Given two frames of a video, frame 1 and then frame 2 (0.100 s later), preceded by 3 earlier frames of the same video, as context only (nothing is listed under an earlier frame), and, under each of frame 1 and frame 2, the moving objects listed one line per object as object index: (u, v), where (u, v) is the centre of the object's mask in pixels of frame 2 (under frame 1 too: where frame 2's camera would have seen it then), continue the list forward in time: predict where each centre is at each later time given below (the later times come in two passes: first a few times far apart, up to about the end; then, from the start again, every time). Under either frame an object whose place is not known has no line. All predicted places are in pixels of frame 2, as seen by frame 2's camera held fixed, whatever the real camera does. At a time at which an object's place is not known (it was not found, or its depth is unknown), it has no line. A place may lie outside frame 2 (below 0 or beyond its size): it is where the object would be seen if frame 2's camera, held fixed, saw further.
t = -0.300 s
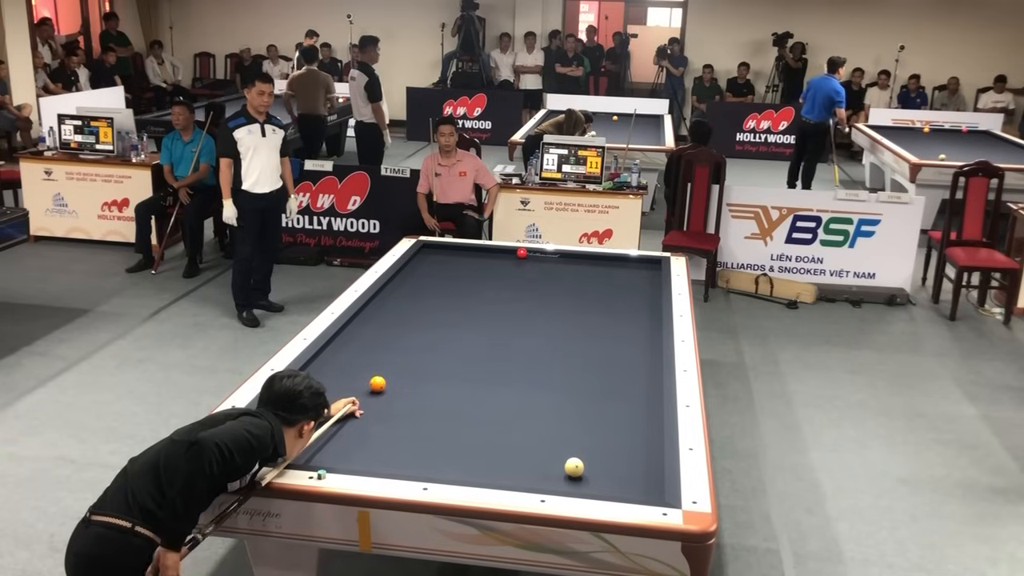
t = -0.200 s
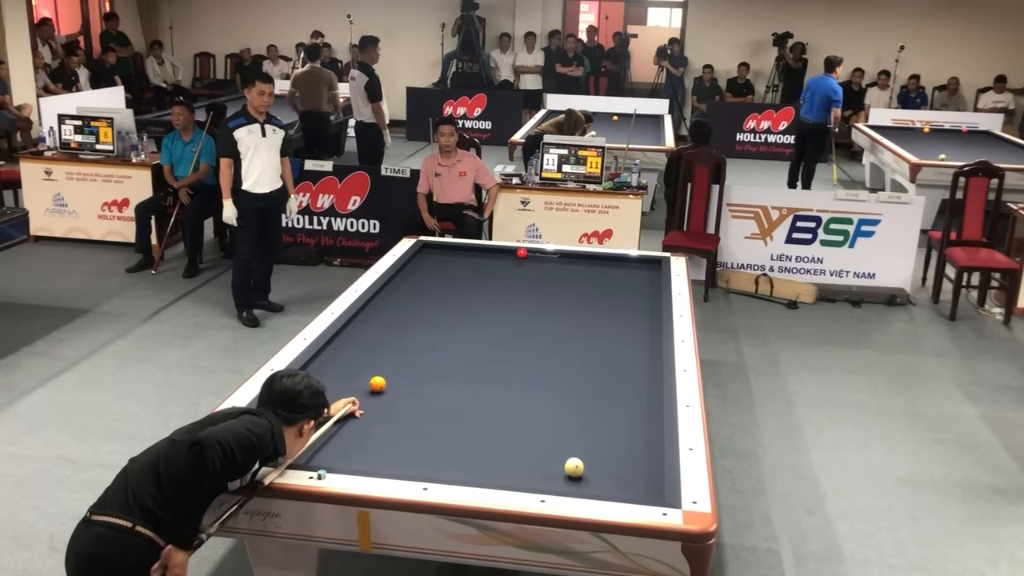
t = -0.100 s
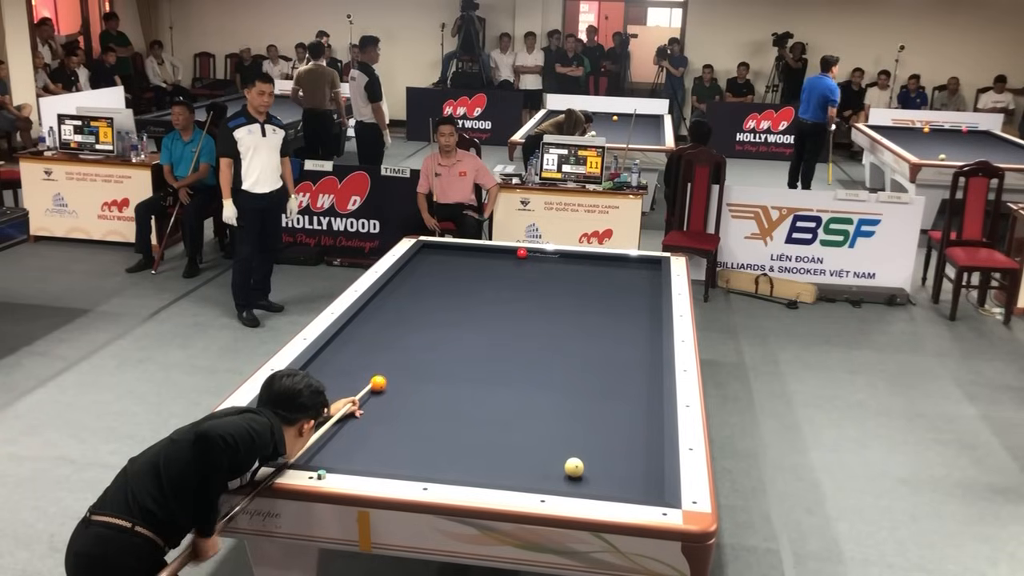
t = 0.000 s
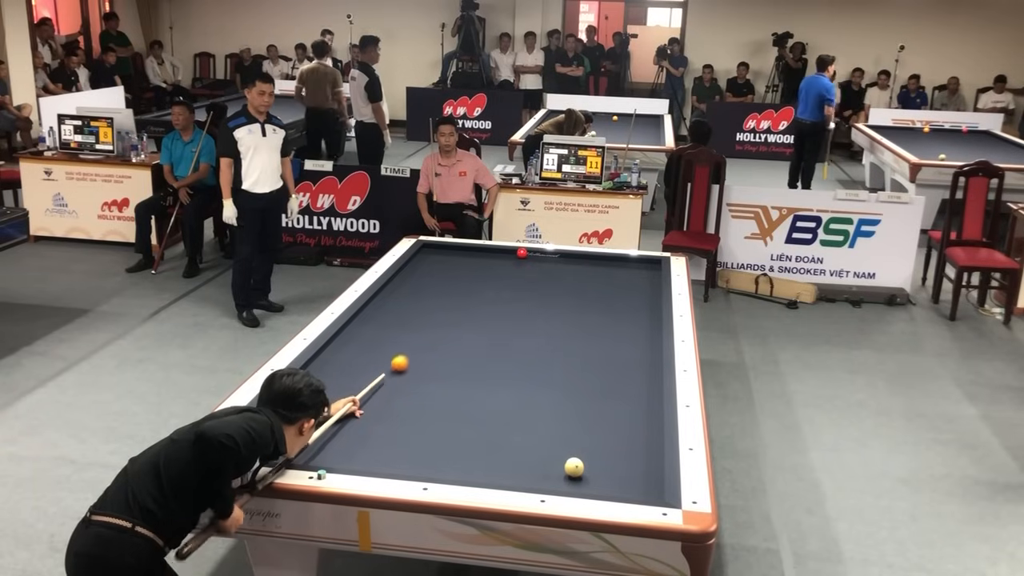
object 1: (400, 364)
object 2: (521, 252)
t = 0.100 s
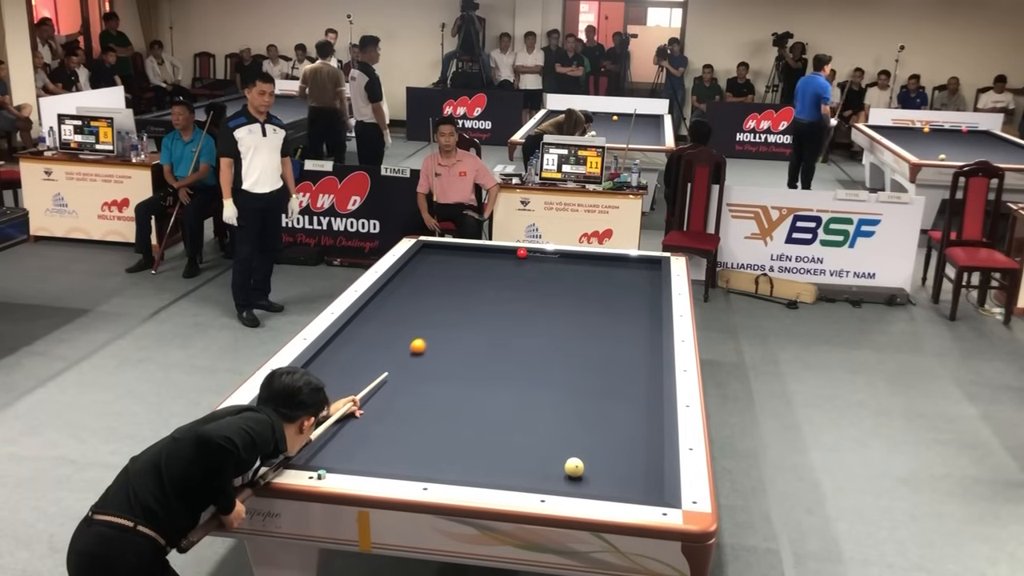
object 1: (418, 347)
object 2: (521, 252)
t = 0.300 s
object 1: (447, 319)
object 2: (521, 252)
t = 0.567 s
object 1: (478, 289)
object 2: (521, 252)
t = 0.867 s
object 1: (506, 262)
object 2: (521, 252)
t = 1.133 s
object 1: (491, 251)
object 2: (540, 256)
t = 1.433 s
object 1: (451, 255)
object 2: (560, 266)
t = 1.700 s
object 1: (418, 257)
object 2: (579, 275)
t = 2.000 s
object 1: (429, 264)
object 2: (600, 286)
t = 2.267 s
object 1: (439, 271)
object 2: (621, 296)
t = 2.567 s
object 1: (452, 278)
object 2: (645, 307)
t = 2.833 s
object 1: (463, 286)
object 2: (648, 316)
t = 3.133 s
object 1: (475, 294)
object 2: (633, 324)
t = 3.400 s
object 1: (487, 301)
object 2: (619, 332)
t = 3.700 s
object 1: (500, 310)
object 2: (602, 342)
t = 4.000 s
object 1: (514, 318)
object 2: (585, 351)
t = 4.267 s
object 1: (526, 326)
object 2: (570, 360)
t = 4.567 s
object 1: (540, 336)
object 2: (552, 370)
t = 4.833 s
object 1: (553, 344)
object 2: (536, 379)
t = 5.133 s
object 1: (567, 353)
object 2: (517, 390)
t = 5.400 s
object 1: (581, 362)
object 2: (500, 399)
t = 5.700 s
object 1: (596, 372)
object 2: (480, 410)
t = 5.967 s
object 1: (609, 381)
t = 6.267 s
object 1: (625, 392)
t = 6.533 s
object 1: (639, 400)
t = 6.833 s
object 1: (654, 411)
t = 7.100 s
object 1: (647, 416)
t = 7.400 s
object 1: (639, 422)
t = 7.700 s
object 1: (632, 428)
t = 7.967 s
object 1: (626, 433)
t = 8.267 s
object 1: (619, 438)
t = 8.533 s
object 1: (613, 442)
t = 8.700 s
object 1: (609, 445)
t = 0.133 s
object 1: (423, 341)
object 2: (521, 252)
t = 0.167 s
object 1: (428, 337)
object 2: (521, 252)
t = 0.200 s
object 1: (433, 332)
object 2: (521, 252)
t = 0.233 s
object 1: (438, 328)
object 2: (521, 252)
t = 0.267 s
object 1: (443, 323)
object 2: (521, 252)
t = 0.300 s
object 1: (447, 319)
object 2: (521, 252)
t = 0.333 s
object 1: (451, 315)
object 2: (521, 252)
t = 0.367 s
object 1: (455, 311)
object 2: (521, 252)
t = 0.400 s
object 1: (459, 307)
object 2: (521, 252)
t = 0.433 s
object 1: (463, 303)
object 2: (521, 252)
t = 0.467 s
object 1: (467, 300)
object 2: (521, 252)
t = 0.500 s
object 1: (471, 296)
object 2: (521, 252)
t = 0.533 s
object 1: (475, 293)
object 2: (521, 252)
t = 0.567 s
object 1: (478, 289)
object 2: (521, 252)
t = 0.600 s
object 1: (482, 286)
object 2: (521, 252)
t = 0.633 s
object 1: (485, 282)
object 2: (521, 252)
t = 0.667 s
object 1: (488, 279)
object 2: (521, 252)
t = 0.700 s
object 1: (491, 276)
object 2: (521, 252)
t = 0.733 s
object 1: (495, 273)
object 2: (521, 252)
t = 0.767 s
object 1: (498, 270)
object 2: (521, 252)
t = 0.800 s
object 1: (501, 268)
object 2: (521, 252)
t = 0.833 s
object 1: (504, 265)
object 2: (521, 252)
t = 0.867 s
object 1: (506, 262)
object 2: (521, 252)
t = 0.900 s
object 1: (509, 259)
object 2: (521, 252)
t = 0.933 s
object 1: (512, 257)
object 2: (522, 252)
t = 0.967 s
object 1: (512, 254)
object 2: (524, 252)
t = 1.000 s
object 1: (509, 253)
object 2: (528, 252)
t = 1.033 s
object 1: (505, 252)
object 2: (532, 253)
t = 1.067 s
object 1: (502, 251)
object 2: (534, 254)
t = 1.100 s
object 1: (496, 251)
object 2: (537, 256)
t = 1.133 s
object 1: (491, 251)
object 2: (540, 256)
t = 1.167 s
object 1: (486, 252)
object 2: (543, 258)
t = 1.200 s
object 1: (481, 253)
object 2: (544, 259)
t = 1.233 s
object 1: (477, 253)
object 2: (547, 260)
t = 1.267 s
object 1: (472, 254)
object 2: (549, 261)
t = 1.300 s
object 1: (467, 254)
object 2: (551, 262)
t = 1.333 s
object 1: (464, 254)
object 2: (554, 263)
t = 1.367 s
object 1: (459, 255)
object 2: (556, 264)
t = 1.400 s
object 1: (455, 255)
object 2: (558, 265)
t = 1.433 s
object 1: (451, 255)
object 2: (560, 266)
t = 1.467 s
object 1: (447, 255)
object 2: (562, 268)
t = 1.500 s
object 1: (443, 255)
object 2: (565, 269)
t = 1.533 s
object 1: (439, 256)
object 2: (566, 269)
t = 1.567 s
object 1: (435, 256)
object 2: (569, 271)
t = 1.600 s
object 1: (431, 256)
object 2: (572, 272)
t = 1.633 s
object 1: (427, 256)
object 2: (574, 273)
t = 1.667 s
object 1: (423, 256)
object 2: (576, 275)
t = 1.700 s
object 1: (418, 257)
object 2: (579, 275)
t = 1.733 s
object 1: (416, 257)
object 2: (581, 277)
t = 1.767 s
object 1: (418, 258)
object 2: (583, 278)
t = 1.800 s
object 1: (420, 259)
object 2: (586, 279)
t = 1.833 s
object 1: (422, 260)
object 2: (588, 280)
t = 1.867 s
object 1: (423, 261)
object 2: (591, 281)
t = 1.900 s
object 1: (425, 262)
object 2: (593, 282)
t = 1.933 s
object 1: (426, 262)
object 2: (595, 284)
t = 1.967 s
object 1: (427, 263)
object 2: (598, 285)
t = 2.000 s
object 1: (429, 264)
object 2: (600, 286)
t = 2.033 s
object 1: (430, 265)
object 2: (603, 287)
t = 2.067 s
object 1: (431, 265)
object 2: (606, 288)
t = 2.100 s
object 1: (433, 267)
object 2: (608, 290)
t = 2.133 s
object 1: (434, 267)
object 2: (611, 291)
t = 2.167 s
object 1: (435, 268)
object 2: (613, 292)
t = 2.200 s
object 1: (437, 269)
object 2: (616, 293)
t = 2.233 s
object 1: (438, 270)
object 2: (618, 294)
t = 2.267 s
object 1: (439, 271)
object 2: (621, 296)
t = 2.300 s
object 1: (441, 272)
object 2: (624, 297)
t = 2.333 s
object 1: (442, 272)
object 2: (626, 298)
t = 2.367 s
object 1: (444, 273)
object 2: (629, 299)
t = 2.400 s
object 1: (445, 274)
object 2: (631, 301)
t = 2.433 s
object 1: (446, 275)
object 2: (634, 302)
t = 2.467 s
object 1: (448, 276)
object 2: (637, 303)
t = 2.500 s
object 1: (449, 277)
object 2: (639, 304)
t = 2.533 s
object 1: (450, 277)
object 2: (642, 305)
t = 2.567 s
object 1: (452, 278)
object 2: (645, 307)
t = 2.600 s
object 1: (453, 279)
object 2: (648, 308)
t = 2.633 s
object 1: (454, 280)
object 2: (651, 309)
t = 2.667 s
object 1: (456, 281)
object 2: (653, 311)
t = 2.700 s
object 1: (457, 282)
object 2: (655, 312)
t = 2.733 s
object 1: (459, 283)
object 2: (654, 313)
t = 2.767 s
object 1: (460, 284)
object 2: (652, 314)
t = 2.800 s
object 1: (461, 285)
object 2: (650, 315)
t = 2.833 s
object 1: (463, 286)
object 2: (648, 316)
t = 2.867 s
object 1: (464, 286)
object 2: (646, 317)
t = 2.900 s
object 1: (466, 287)
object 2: (645, 318)
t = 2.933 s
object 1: (467, 288)
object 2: (643, 318)
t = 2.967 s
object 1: (468, 289)
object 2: (641, 319)
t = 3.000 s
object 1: (470, 290)
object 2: (640, 320)
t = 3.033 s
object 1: (471, 291)
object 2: (638, 321)
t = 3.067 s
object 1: (473, 292)
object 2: (636, 322)
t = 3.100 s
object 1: (474, 293)
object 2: (635, 323)
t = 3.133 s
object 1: (475, 294)
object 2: (633, 324)
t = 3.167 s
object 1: (477, 295)
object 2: (631, 325)
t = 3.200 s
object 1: (478, 296)
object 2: (629, 326)
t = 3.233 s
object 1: (480, 297)
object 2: (628, 327)
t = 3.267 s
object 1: (481, 297)
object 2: (626, 328)
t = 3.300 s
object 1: (483, 298)
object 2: (624, 329)
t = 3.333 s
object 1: (484, 299)
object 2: (622, 330)
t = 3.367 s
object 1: (486, 301)
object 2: (621, 332)
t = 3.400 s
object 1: (487, 301)
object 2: (619, 332)
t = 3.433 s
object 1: (489, 302)
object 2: (617, 334)
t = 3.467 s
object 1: (490, 303)
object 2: (615, 335)
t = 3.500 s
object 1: (491, 304)
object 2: (613, 335)
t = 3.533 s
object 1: (493, 305)
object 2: (611, 337)
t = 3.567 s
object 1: (495, 306)
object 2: (610, 338)
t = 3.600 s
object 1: (496, 307)
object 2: (608, 339)
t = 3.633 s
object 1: (497, 308)
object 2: (606, 340)
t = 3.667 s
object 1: (499, 309)
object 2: (604, 341)
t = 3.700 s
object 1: (500, 310)
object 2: (602, 342)
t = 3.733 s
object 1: (502, 311)
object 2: (600, 343)
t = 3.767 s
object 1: (503, 311)
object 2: (598, 344)
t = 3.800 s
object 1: (505, 313)
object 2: (597, 345)
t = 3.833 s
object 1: (506, 314)
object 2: (595, 346)
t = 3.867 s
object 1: (508, 315)
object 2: (593, 347)
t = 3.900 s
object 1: (509, 316)
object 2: (591, 348)
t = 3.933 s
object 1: (511, 317)
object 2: (589, 349)
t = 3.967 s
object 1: (513, 317)
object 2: (587, 350)
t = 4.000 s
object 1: (514, 318)
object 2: (585, 351)
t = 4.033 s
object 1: (515, 319)
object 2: (584, 352)
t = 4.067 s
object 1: (517, 320)
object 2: (582, 353)
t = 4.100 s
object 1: (519, 321)
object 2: (580, 354)
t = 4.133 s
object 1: (520, 322)
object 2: (578, 356)
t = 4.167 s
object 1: (522, 324)
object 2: (576, 356)
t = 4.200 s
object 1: (523, 325)
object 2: (574, 358)
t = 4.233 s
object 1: (525, 325)
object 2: (572, 358)
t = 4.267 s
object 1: (526, 326)
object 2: (570, 360)
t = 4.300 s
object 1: (528, 327)
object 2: (568, 361)
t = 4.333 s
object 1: (529, 328)
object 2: (566, 362)
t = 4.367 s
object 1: (531, 329)
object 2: (564, 363)
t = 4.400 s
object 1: (532, 331)
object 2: (562, 364)
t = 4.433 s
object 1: (534, 332)
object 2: (560, 365)
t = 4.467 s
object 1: (536, 332)
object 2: (558, 366)
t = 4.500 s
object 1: (537, 334)
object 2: (556, 368)
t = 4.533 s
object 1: (539, 335)
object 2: (554, 368)
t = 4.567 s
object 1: (540, 336)
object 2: (552, 370)
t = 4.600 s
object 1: (542, 337)
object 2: (550, 371)
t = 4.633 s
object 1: (544, 338)
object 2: (548, 372)
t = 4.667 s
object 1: (545, 339)
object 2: (546, 373)
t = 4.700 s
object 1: (547, 340)
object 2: (544, 374)
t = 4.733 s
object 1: (548, 341)
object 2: (542, 375)
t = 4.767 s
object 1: (550, 342)
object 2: (540, 376)
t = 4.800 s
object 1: (551, 343)
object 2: (538, 378)
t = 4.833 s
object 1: (553, 344)
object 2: (536, 379)
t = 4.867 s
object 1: (555, 345)
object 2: (534, 380)
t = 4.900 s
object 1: (556, 346)
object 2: (532, 381)
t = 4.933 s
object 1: (558, 347)
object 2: (530, 382)
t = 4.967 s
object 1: (559, 348)
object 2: (528, 384)
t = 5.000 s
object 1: (561, 349)
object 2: (526, 385)
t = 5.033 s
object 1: (563, 350)
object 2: (524, 386)
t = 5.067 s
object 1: (565, 352)
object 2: (521, 387)
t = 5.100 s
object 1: (566, 353)
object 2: (519, 388)
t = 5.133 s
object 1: (567, 353)
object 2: (517, 390)
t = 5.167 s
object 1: (569, 354)
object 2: (515, 391)
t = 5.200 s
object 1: (571, 356)
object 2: (513, 392)
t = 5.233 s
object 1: (573, 357)
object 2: (511, 393)
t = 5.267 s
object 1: (574, 358)
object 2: (509, 394)
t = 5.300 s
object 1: (576, 359)
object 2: (507, 396)
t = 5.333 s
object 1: (577, 360)
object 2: (505, 397)
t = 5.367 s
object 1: (579, 361)
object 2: (502, 398)
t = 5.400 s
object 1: (581, 362)
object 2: (500, 399)
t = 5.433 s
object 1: (582, 363)
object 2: (498, 400)
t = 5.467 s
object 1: (584, 364)
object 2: (496, 401)
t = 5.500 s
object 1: (586, 366)
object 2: (493, 403)
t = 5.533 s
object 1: (587, 367)
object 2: (491, 404)
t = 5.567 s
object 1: (589, 368)
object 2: (489, 405)
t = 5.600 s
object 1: (591, 369)
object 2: (487, 407)
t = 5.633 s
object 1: (592, 370)
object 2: (484, 408)
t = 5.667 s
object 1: (594, 371)
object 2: (482, 409)
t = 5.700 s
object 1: (596, 372)
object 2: (480, 410)
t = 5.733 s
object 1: (598, 373)
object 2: (478, 412)
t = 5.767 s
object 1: (599, 375)
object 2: (475, 413)
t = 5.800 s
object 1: (601, 375)
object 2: (473, 414)
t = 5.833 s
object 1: (603, 376)
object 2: (471, 415)
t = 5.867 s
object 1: (604, 378)
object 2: (469, 416)
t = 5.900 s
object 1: (606, 379)
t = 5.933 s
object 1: (608, 380)
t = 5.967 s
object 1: (609, 381)
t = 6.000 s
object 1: (611, 382)
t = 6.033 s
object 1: (613, 384)
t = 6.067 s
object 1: (615, 385)
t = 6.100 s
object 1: (616, 386)
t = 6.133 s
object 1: (618, 387)
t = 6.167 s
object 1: (620, 388)
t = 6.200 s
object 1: (621, 389)
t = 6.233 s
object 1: (623, 390)
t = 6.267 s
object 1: (625, 392)
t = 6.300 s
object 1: (627, 392)
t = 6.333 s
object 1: (629, 394)
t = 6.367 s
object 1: (631, 395)
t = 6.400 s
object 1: (632, 396)
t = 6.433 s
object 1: (634, 397)
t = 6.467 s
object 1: (636, 398)
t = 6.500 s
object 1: (638, 399)
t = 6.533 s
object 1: (639, 400)
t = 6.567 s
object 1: (641, 402)
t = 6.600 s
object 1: (643, 403)
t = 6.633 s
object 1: (645, 404)
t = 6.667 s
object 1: (646, 405)
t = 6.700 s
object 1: (648, 406)
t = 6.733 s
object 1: (650, 407)
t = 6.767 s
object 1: (652, 409)
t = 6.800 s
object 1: (653, 410)
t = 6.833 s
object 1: (654, 411)
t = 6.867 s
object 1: (653, 411)
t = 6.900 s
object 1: (652, 412)
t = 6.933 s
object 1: (652, 413)
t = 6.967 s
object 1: (651, 413)
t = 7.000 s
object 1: (650, 414)
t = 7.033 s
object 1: (649, 415)
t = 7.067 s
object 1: (648, 415)
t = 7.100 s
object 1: (647, 416)
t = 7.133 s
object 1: (646, 417)
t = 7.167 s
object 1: (646, 418)
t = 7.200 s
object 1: (645, 418)
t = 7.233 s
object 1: (644, 419)
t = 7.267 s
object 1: (643, 420)
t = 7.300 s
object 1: (642, 420)
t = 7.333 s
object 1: (641, 421)
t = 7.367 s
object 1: (640, 421)
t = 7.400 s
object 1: (639, 422)
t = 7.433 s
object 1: (639, 423)
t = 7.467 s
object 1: (638, 423)
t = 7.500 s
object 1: (637, 424)
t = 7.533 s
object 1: (636, 425)
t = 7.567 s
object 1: (636, 425)
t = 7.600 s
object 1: (635, 426)
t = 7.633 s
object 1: (634, 427)
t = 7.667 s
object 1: (633, 427)
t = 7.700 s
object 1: (632, 428)
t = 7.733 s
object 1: (631, 429)
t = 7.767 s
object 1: (630, 429)
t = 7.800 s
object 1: (630, 430)
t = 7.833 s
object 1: (629, 430)
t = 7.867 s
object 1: (628, 431)
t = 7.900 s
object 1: (627, 432)
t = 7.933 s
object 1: (626, 432)
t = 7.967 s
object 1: (626, 433)
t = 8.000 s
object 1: (625, 433)
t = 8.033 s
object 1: (624, 434)
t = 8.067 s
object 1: (623, 435)
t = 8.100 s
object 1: (622, 435)
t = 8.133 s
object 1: (622, 436)
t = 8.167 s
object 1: (621, 436)
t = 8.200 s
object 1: (620, 437)
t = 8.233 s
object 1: (619, 437)
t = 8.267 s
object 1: (619, 438)
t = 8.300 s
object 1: (618, 439)
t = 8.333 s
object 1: (617, 439)
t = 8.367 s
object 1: (616, 440)
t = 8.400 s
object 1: (616, 440)
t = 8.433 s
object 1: (615, 441)
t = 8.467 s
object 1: (614, 441)
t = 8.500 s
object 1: (613, 442)
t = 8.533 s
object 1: (613, 442)
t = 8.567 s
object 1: (612, 443)
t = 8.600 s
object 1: (611, 444)
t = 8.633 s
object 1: (610, 444)
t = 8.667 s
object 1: (610, 444)
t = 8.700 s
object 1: (609, 445)
